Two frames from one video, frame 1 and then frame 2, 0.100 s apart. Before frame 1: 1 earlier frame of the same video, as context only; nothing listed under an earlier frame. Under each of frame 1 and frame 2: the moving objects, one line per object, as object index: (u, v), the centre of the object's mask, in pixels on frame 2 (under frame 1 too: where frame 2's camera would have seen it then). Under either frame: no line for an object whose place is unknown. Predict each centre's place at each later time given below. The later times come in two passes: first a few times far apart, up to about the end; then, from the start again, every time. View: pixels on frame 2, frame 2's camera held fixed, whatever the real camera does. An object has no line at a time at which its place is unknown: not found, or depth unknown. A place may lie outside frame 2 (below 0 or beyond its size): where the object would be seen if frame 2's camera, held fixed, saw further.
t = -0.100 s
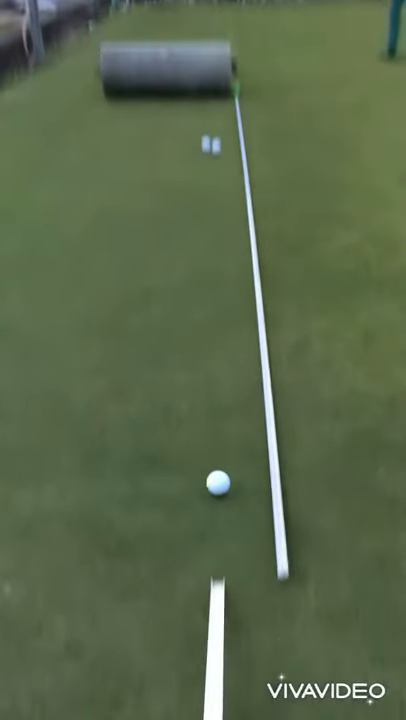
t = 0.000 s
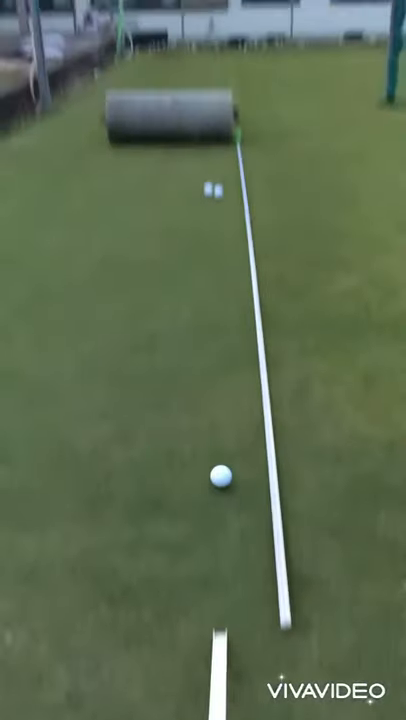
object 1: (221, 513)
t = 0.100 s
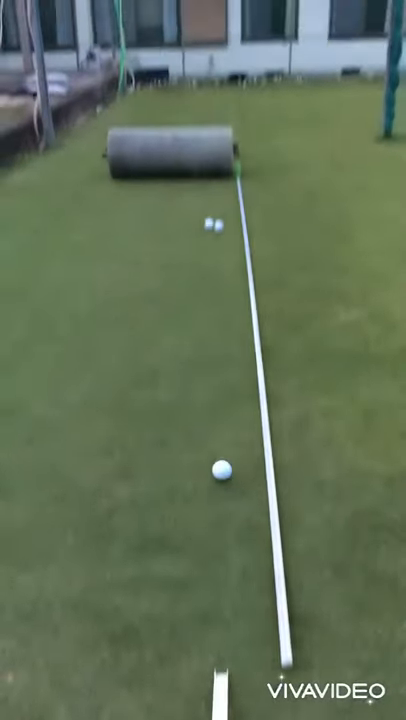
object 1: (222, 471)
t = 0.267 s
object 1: (221, 416)
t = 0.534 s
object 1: (220, 358)
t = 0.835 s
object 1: (219, 313)
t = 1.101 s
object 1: (217, 286)
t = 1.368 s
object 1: (217, 267)
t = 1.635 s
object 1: (218, 252)
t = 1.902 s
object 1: (220, 241)
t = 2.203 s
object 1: (221, 232)
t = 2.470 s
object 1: (223, 228)
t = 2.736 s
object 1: (224, 227)
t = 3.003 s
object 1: (224, 227)
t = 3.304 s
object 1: (224, 227)
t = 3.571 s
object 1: (224, 227)
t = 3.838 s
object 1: (224, 227)
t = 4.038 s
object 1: (224, 227)
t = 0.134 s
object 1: (222, 457)
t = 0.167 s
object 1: (222, 447)
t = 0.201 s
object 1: (222, 436)
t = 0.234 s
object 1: (222, 426)
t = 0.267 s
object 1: (221, 416)
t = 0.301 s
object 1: (221, 408)
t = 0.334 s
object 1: (221, 399)
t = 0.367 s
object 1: (221, 391)
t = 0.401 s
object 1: (221, 384)
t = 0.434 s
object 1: (221, 377)
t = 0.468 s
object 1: (221, 370)
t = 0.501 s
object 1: (220, 364)
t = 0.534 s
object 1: (220, 358)
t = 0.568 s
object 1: (221, 352)
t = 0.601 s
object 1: (220, 346)
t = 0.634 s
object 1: (220, 341)
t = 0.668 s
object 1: (220, 336)
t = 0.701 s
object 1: (220, 331)
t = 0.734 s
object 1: (219, 326)
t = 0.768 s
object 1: (219, 322)
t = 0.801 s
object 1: (219, 318)
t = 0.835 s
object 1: (219, 313)
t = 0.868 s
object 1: (219, 310)
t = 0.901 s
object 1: (218, 306)
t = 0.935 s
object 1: (218, 302)
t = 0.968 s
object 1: (218, 299)
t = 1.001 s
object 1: (218, 296)
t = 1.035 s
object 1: (217, 292)
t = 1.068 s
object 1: (217, 290)
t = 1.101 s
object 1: (217, 286)
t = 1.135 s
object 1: (217, 284)
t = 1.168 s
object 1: (217, 281)
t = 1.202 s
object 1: (217, 278)
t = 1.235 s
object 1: (217, 276)
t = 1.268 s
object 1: (217, 274)
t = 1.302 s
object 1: (217, 271)
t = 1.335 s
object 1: (217, 269)
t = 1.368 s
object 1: (217, 267)
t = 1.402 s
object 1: (217, 265)
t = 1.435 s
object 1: (217, 262)
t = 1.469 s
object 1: (217, 261)
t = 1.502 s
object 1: (217, 259)
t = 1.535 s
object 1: (218, 257)
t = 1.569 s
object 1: (218, 255)
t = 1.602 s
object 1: (218, 254)
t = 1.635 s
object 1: (218, 252)
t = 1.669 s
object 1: (218, 250)
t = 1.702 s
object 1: (219, 249)
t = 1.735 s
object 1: (219, 247)
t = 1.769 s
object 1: (219, 246)
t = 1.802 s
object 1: (219, 244)
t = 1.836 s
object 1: (220, 243)
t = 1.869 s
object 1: (220, 242)
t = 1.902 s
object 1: (220, 241)
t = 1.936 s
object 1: (220, 239)
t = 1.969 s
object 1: (220, 238)
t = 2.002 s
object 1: (220, 237)
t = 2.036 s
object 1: (221, 236)
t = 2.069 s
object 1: (221, 235)
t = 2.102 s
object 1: (221, 234)
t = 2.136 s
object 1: (221, 233)
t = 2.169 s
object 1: (221, 232)
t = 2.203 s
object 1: (221, 232)
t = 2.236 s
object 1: (221, 231)
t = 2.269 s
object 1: (221, 230)
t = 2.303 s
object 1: (221, 229)
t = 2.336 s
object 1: (222, 229)
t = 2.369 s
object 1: (223, 228)
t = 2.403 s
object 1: (223, 228)
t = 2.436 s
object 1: (223, 228)
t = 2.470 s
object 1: (223, 228)
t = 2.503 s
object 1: (224, 228)
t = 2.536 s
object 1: (224, 228)
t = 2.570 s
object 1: (224, 228)
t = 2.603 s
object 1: (224, 227)
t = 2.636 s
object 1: (224, 227)
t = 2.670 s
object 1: (224, 227)
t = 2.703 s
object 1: (224, 227)
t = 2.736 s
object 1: (224, 227)
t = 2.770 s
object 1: (224, 227)
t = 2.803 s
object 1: (223, 227)
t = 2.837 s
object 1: (224, 227)
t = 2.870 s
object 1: (223, 227)
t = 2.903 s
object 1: (223, 227)
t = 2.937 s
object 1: (224, 227)
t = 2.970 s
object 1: (224, 227)
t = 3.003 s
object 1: (224, 227)
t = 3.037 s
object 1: (224, 227)
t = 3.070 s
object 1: (224, 227)
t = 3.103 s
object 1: (224, 227)
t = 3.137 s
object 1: (224, 227)
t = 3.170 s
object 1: (224, 227)
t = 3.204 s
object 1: (224, 227)
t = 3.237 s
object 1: (224, 227)
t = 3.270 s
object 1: (224, 227)
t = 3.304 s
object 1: (224, 227)
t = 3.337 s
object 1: (224, 227)
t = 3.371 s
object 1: (224, 227)
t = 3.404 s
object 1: (224, 227)
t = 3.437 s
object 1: (224, 227)
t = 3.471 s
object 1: (224, 227)
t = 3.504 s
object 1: (224, 227)
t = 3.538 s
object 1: (224, 227)
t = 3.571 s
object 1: (224, 227)
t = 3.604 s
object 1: (224, 227)
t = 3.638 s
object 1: (224, 227)
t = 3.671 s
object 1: (224, 227)
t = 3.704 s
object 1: (224, 227)
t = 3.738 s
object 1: (224, 227)
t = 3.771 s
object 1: (224, 227)
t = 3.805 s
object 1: (224, 227)
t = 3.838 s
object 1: (224, 227)
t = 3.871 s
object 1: (224, 227)
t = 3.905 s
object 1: (224, 227)
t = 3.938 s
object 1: (224, 227)
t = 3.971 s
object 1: (224, 227)
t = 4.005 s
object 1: (224, 227)
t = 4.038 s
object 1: (224, 227)
